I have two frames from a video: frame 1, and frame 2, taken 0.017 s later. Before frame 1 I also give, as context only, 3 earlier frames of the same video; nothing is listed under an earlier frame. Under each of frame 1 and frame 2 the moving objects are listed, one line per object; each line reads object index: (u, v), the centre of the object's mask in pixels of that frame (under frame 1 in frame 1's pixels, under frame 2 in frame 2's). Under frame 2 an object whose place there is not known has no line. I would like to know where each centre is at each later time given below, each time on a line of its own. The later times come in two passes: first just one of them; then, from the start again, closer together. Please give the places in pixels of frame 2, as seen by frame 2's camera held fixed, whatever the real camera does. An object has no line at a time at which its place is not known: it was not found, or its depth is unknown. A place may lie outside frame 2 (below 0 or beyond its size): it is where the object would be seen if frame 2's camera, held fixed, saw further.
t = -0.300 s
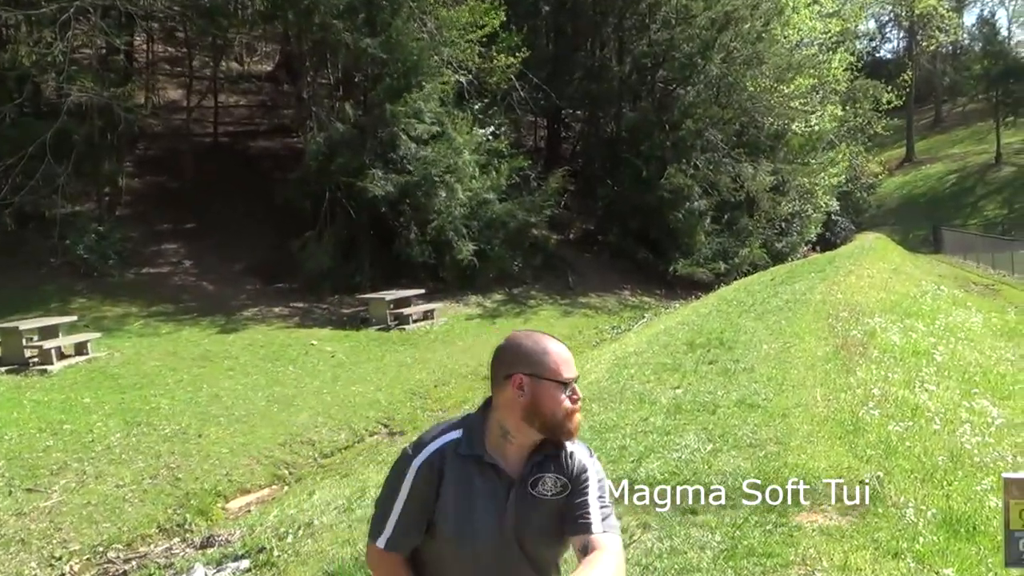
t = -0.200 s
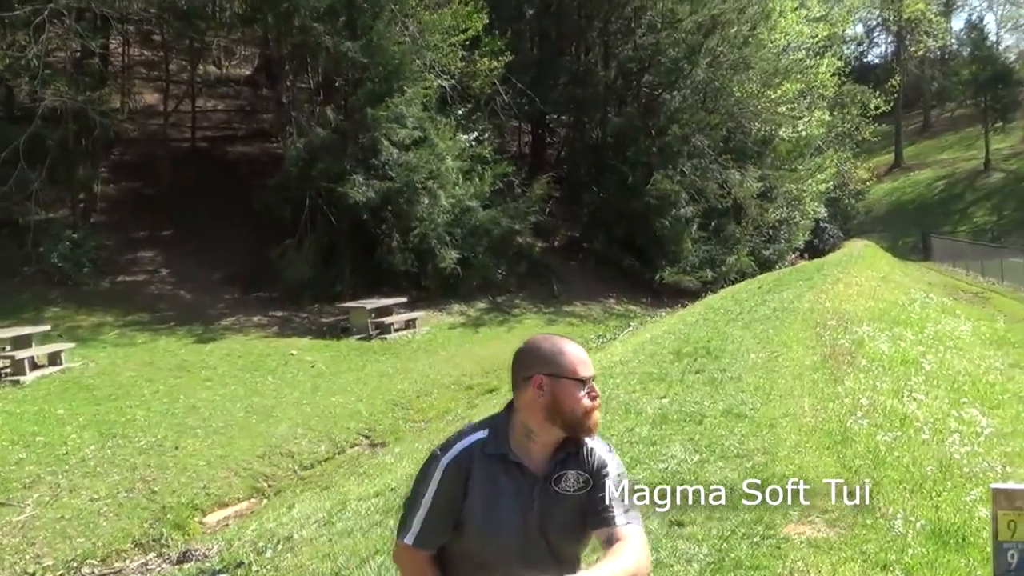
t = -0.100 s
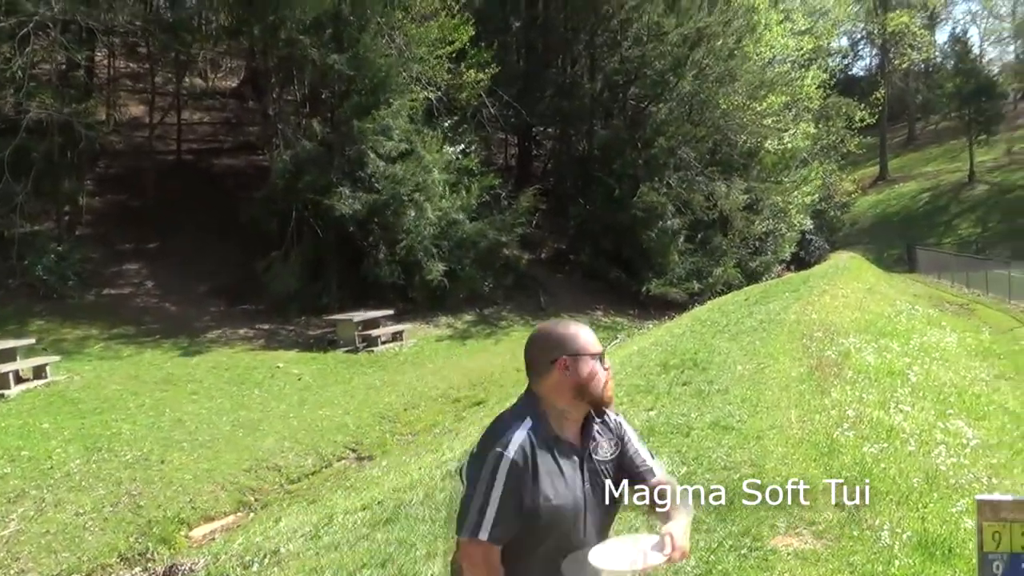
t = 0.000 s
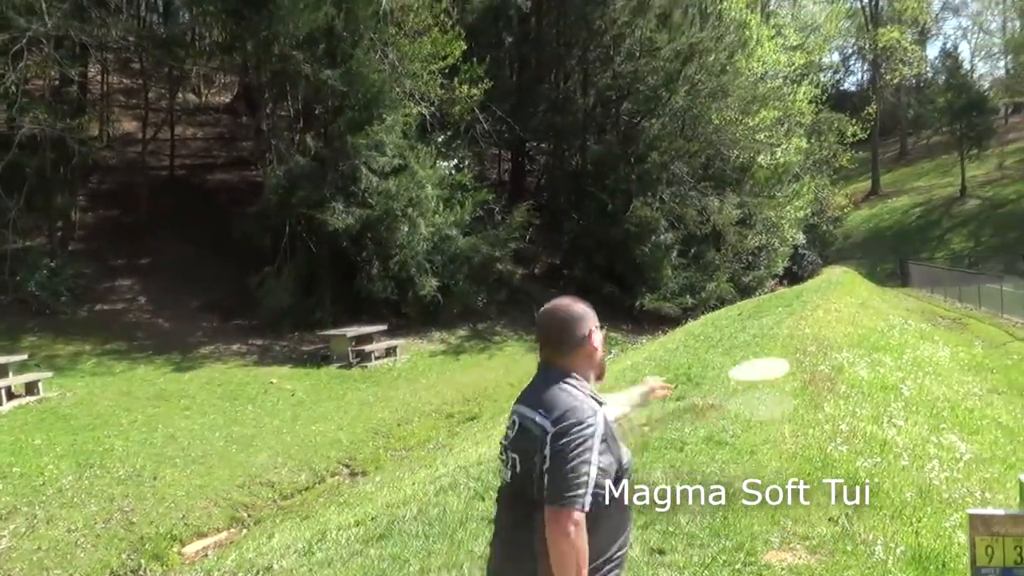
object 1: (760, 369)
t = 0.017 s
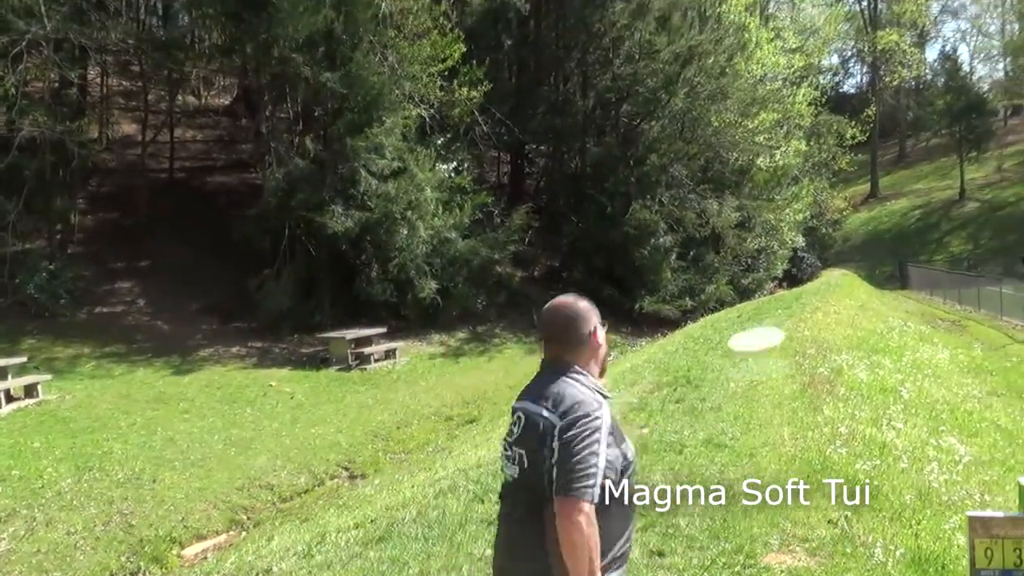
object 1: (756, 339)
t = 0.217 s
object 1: (743, 149)
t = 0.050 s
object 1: (753, 287)
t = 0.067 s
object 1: (750, 266)
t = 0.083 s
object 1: (750, 247)
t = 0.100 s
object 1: (748, 231)
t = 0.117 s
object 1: (748, 215)
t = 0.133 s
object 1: (749, 203)
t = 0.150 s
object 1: (746, 190)
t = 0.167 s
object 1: (745, 179)
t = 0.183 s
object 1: (744, 169)
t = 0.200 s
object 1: (743, 158)
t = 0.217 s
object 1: (743, 149)
